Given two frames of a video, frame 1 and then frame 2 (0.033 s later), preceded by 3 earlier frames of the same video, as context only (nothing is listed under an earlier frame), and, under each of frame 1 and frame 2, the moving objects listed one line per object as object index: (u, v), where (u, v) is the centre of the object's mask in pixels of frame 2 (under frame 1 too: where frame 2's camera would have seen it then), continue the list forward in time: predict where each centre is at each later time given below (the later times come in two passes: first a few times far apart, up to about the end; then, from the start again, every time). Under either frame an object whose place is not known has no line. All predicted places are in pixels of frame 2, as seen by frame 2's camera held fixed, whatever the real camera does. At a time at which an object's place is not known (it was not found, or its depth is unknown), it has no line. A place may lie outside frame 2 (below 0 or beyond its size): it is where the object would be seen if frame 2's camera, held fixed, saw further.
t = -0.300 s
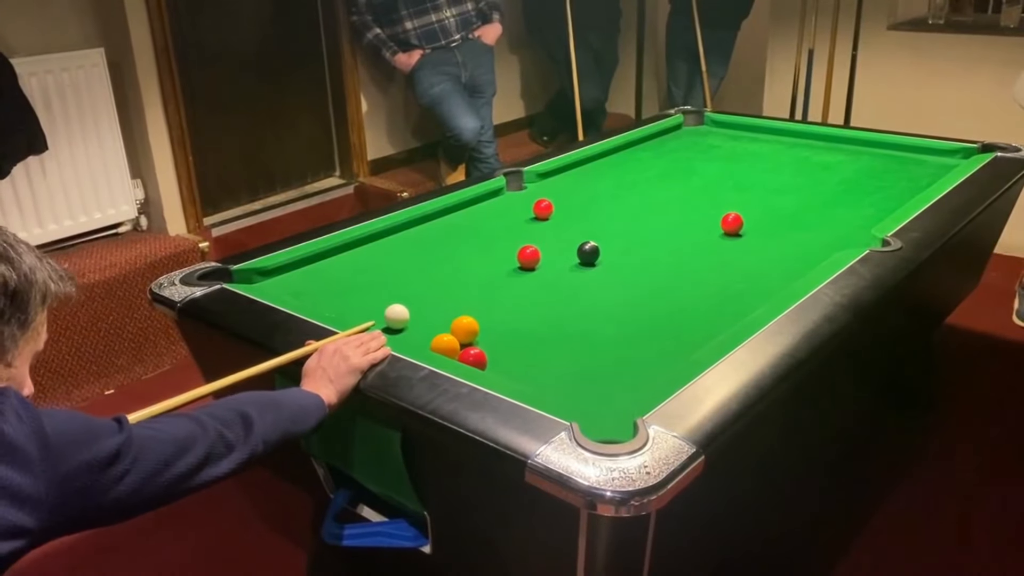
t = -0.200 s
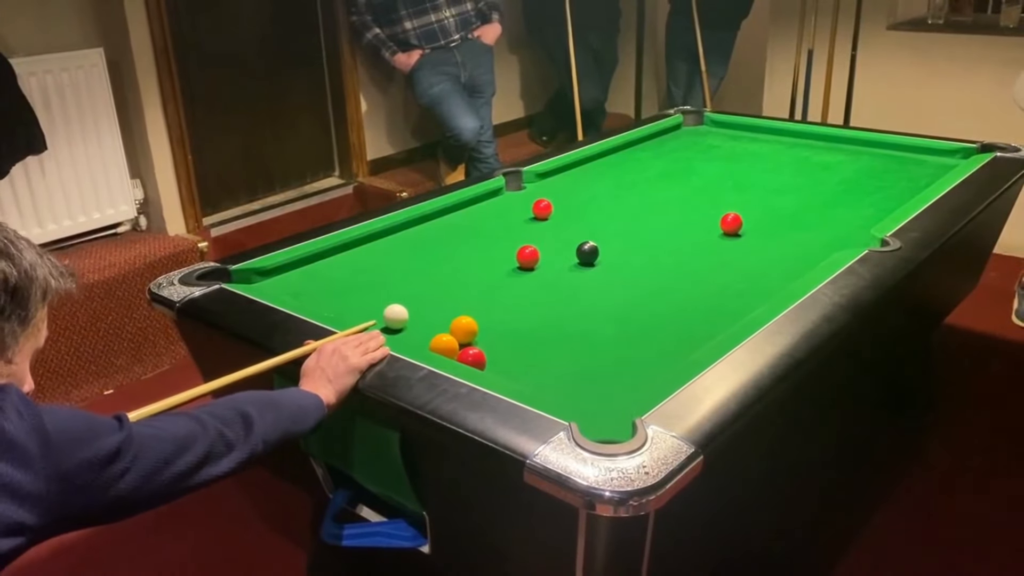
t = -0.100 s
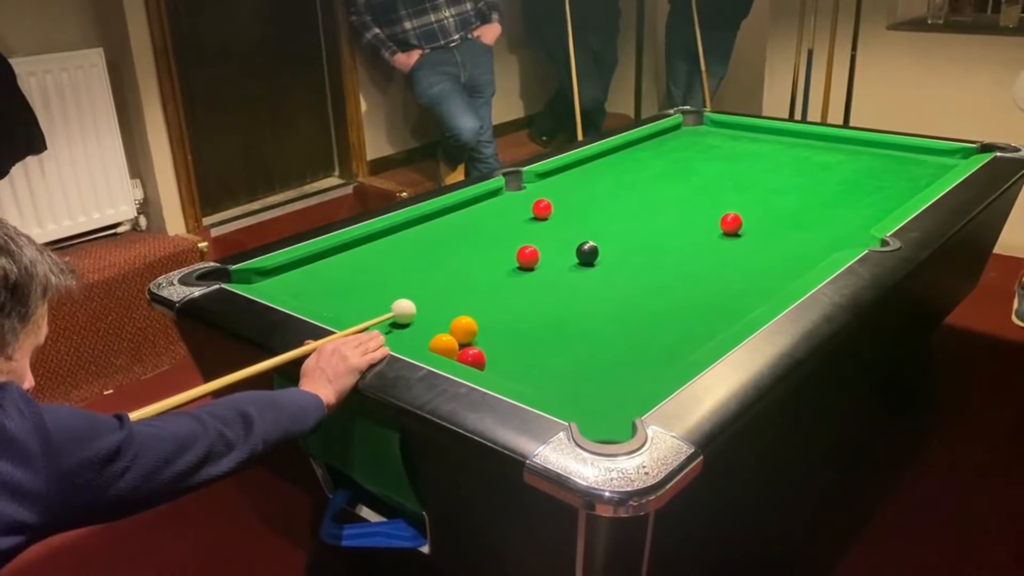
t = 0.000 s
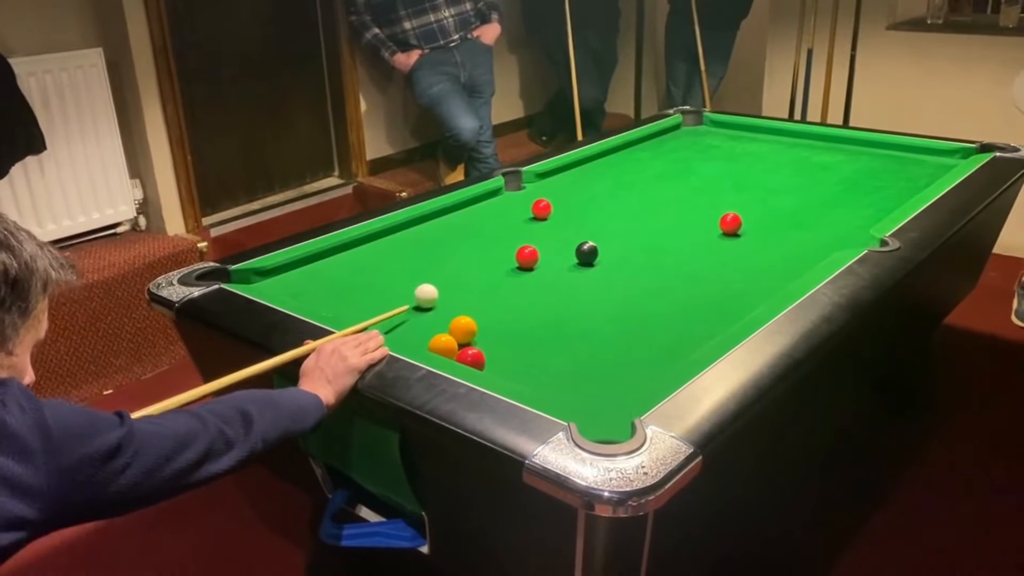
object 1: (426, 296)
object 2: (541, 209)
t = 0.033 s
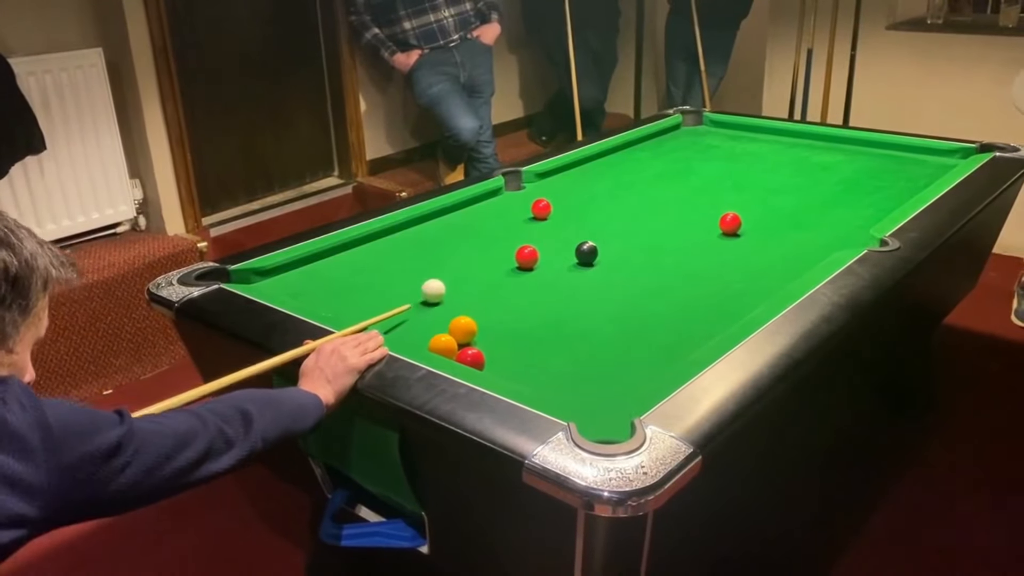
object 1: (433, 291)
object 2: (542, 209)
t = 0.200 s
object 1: (467, 269)
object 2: (541, 209)
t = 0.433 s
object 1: (506, 242)
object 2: (541, 209)
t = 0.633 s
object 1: (535, 224)
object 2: (542, 207)
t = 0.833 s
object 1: (564, 212)
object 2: (538, 206)
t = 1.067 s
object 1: (599, 205)
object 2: (532, 200)
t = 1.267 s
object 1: (626, 199)
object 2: (527, 195)
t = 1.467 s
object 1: (650, 195)
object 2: (522, 191)
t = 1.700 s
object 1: (675, 190)
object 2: (517, 187)
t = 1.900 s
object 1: (694, 186)
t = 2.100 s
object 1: (711, 183)
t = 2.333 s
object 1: (728, 180)
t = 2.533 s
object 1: (741, 178)
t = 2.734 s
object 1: (752, 176)
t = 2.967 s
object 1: (762, 174)
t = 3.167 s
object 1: (768, 173)
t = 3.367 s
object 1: (772, 172)
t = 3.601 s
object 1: (775, 172)
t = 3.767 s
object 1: (775, 172)
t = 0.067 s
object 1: (440, 286)
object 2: (541, 209)
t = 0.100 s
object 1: (447, 282)
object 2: (541, 209)
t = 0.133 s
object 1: (454, 277)
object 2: (541, 209)
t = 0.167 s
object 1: (461, 273)
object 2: (541, 209)
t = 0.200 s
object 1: (467, 269)
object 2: (541, 209)
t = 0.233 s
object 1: (473, 265)
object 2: (541, 209)
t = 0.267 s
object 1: (479, 261)
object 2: (541, 209)
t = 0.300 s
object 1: (485, 257)
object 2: (541, 209)
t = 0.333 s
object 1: (491, 253)
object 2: (541, 209)
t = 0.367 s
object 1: (496, 250)
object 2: (541, 209)
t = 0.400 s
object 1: (501, 246)
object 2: (541, 209)
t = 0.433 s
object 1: (506, 242)
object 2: (541, 209)
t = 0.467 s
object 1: (511, 239)
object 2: (541, 209)
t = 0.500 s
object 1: (516, 236)
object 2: (541, 209)
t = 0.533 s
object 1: (521, 233)
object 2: (541, 209)
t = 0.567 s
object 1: (526, 230)
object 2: (541, 209)
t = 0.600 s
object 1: (531, 227)
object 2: (542, 209)
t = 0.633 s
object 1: (535, 224)
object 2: (542, 207)
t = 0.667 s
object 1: (539, 221)
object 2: (542, 206)
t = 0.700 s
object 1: (544, 218)
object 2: (541, 205)
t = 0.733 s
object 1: (548, 216)
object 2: (539, 206)
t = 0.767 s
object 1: (554, 215)
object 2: (539, 207)
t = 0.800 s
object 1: (559, 213)
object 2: (539, 207)
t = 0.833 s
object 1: (564, 212)
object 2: (538, 206)
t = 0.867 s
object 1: (570, 211)
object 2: (537, 205)
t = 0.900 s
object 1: (575, 210)
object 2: (536, 204)
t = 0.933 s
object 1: (580, 209)
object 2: (535, 203)
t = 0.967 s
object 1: (585, 208)
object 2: (535, 202)
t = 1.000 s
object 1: (590, 207)
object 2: (534, 201)
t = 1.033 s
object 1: (595, 206)
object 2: (533, 201)
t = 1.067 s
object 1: (599, 205)
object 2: (532, 200)
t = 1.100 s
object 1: (604, 204)
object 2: (531, 199)
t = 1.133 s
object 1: (609, 203)
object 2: (530, 198)
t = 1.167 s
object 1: (613, 202)
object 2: (529, 197)
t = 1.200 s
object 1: (618, 201)
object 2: (529, 196)
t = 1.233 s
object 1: (622, 200)
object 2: (528, 195)
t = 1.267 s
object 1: (626, 199)
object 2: (527, 195)
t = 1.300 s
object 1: (631, 199)
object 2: (526, 194)
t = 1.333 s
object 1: (635, 198)
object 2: (525, 194)
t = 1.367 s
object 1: (639, 197)
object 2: (525, 193)
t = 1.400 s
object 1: (643, 196)
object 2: (524, 192)
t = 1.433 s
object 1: (647, 195)
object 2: (523, 192)
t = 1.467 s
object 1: (650, 195)
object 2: (522, 191)
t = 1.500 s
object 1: (654, 194)
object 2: (522, 191)
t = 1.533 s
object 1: (658, 193)
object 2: (521, 190)
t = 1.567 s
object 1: (661, 192)
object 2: (520, 189)
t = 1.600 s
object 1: (665, 192)
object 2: (520, 189)
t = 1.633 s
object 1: (669, 191)
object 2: (518, 188)
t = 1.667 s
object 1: (672, 190)
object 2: (518, 187)
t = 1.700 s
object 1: (675, 190)
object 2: (517, 187)
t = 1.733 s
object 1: (679, 189)
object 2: (517, 186)
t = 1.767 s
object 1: (682, 189)
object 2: (516, 186)
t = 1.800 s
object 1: (685, 188)
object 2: (515, 185)
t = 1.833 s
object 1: (688, 187)
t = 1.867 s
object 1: (691, 187)
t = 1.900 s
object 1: (694, 186)
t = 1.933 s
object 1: (697, 185)
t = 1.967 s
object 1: (700, 185)
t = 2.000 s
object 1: (703, 185)
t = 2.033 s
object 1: (706, 184)
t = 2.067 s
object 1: (709, 183)
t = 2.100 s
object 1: (711, 183)
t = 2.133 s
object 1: (714, 182)
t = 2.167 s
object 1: (716, 182)
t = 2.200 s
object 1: (719, 182)
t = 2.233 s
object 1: (721, 181)
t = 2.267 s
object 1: (724, 181)
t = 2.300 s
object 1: (726, 180)
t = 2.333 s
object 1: (728, 180)
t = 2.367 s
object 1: (731, 179)
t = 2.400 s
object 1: (733, 179)
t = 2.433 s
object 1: (735, 179)
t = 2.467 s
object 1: (737, 178)
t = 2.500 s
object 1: (739, 178)
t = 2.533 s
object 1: (741, 178)
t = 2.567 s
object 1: (743, 177)
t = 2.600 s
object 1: (745, 177)
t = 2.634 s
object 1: (747, 177)
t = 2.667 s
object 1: (748, 176)
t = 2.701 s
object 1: (750, 176)
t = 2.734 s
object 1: (752, 176)
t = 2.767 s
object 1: (753, 175)
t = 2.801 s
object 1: (755, 175)
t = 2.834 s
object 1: (756, 175)
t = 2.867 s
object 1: (758, 174)
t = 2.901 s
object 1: (759, 174)
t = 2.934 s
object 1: (760, 174)
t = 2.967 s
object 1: (762, 174)
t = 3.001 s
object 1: (763, 174)
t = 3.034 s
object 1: (764, 173)
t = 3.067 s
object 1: (765, 173)
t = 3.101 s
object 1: (766, 173)
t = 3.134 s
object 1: (767, 173)
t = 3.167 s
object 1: (768, 173)
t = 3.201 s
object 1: (768, 173)
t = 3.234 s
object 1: (769, 172)
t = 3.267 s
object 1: (770, 172)
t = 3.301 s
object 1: (771, 172)
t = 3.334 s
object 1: (772, 172)
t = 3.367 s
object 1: (772, 172)
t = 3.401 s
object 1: (773, 172)
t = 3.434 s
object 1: (773, 172)
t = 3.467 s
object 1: (774, 172)
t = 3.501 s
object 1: (774, 172)
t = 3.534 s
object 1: (774, 172)
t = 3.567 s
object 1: (775, 172)
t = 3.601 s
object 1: (775, 172)
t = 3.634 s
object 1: (775, 172)
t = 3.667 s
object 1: (775, 172)
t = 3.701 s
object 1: (775, 172)
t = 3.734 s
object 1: (775, 172)
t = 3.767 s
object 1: (775, 172)
